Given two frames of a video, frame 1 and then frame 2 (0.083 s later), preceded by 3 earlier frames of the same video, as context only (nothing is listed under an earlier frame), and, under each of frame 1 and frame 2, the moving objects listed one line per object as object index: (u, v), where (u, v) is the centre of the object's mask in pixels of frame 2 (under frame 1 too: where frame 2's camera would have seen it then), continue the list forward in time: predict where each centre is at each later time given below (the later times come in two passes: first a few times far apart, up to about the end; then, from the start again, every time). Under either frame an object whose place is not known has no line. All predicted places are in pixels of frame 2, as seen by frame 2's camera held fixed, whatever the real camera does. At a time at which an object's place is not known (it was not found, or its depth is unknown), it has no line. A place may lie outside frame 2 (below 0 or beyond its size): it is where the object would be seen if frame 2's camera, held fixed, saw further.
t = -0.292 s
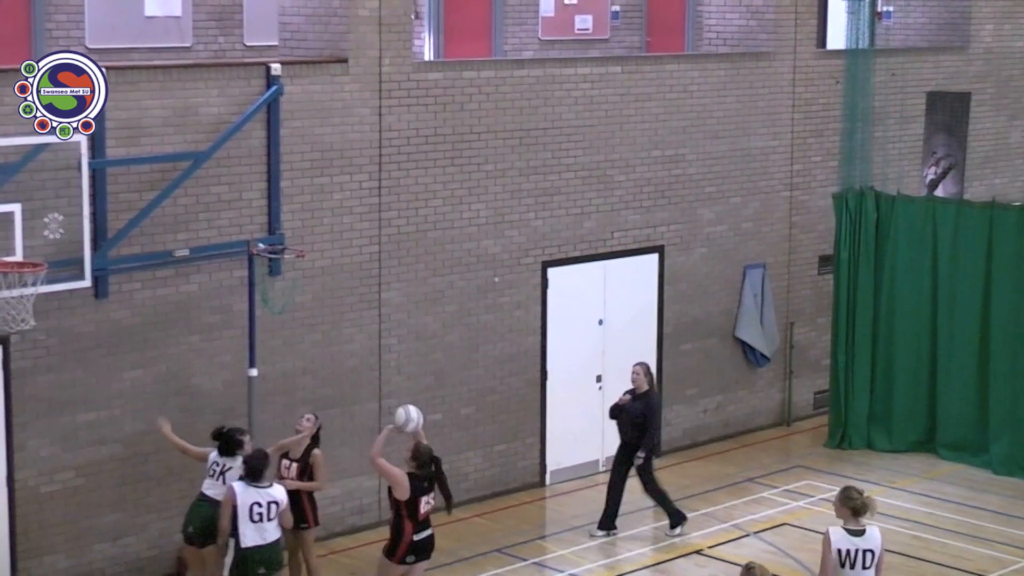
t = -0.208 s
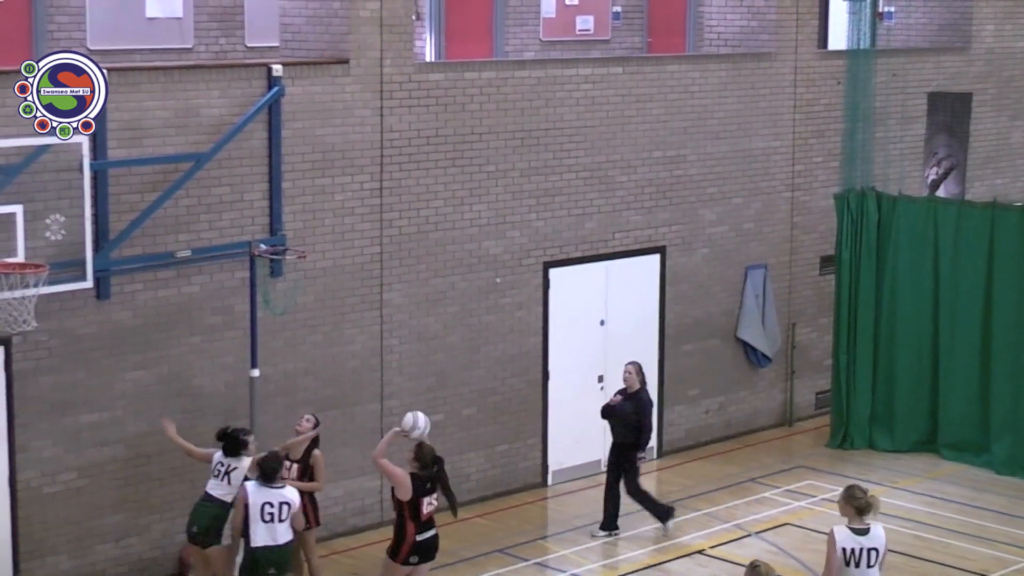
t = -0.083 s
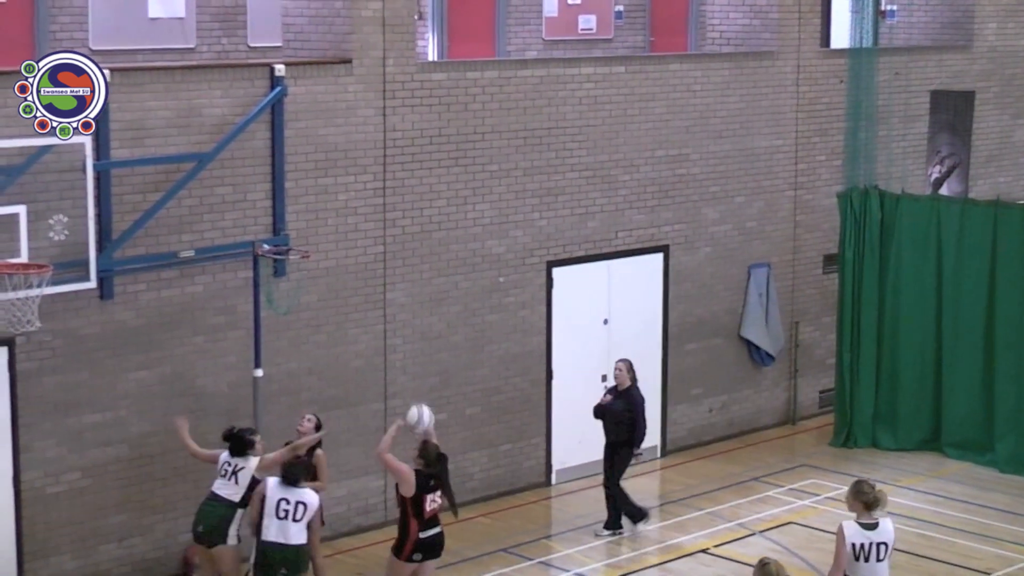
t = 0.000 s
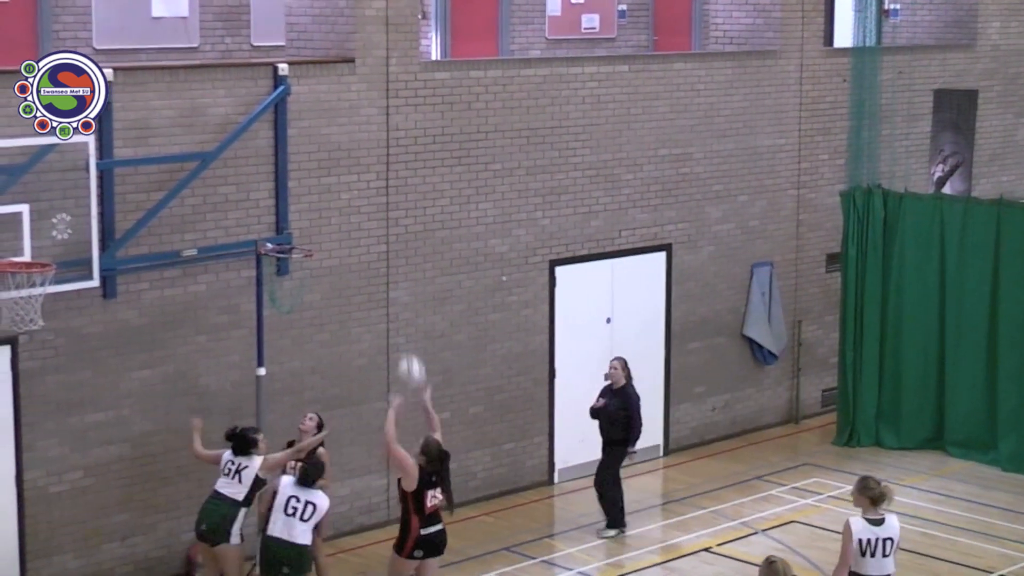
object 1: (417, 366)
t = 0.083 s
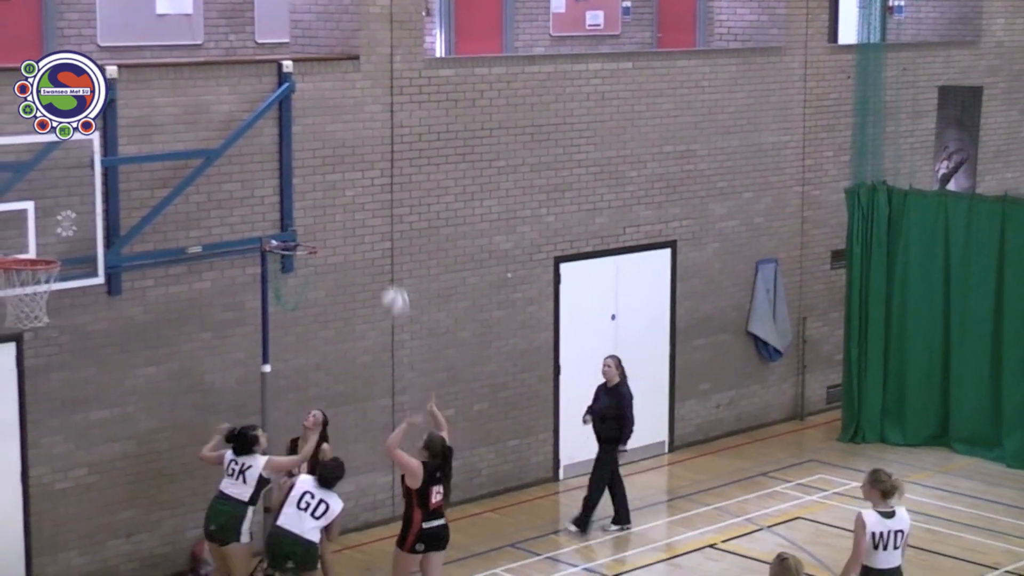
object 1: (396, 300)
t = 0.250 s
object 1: (367, 242)
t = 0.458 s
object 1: (334, 217)
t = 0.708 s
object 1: (303, 229)
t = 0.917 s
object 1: (297, 235)
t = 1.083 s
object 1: (292, 282)
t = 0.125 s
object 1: (388, 282)
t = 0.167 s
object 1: (381, 267)
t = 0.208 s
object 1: (374, 254)
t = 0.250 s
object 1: (367, 242)
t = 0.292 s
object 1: (360, 234)
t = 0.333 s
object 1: (354, 226)
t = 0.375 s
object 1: (348, 221)
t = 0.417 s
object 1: (341, 218)
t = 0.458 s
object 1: (334, 217)
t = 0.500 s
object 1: (328, 216)
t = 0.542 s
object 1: (322, 219)
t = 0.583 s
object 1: (315, 223)
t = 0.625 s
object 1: (309, 229)
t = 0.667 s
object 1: (306, 229)
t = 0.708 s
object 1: (303, 229)
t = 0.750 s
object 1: (301, 229)
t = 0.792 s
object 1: (300, 230)
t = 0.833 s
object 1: (299, 231)
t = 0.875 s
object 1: (297, 232)
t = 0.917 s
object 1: (297, 235)
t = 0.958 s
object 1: (296, 238)
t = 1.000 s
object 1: (296, 251)
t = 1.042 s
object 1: (294, 270)
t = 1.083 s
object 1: (292, 282)
